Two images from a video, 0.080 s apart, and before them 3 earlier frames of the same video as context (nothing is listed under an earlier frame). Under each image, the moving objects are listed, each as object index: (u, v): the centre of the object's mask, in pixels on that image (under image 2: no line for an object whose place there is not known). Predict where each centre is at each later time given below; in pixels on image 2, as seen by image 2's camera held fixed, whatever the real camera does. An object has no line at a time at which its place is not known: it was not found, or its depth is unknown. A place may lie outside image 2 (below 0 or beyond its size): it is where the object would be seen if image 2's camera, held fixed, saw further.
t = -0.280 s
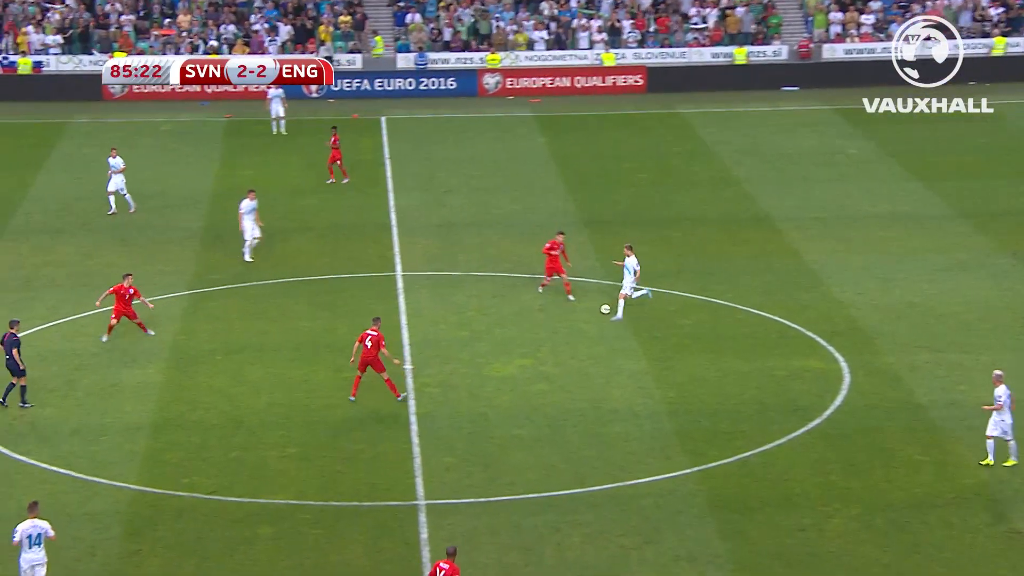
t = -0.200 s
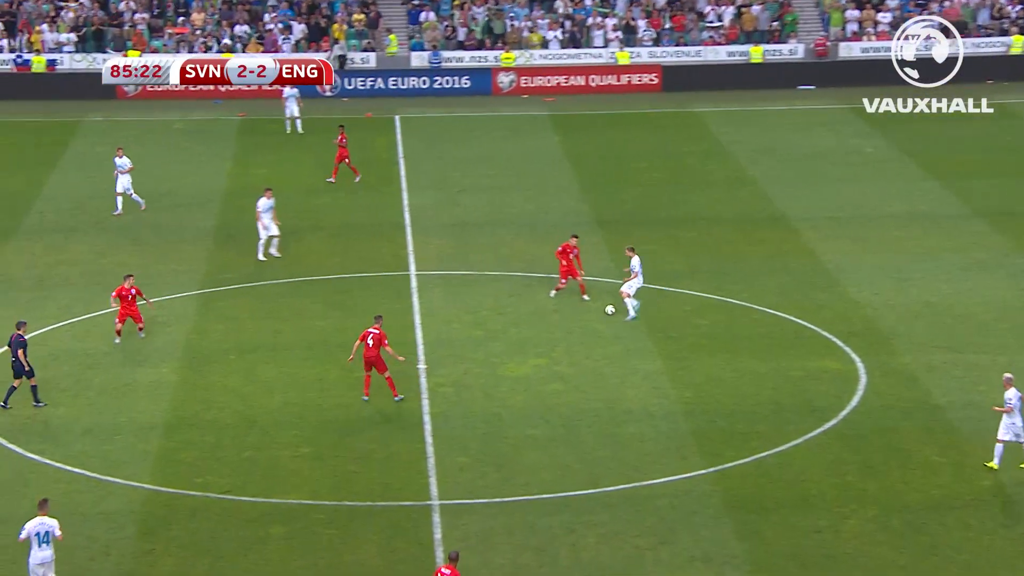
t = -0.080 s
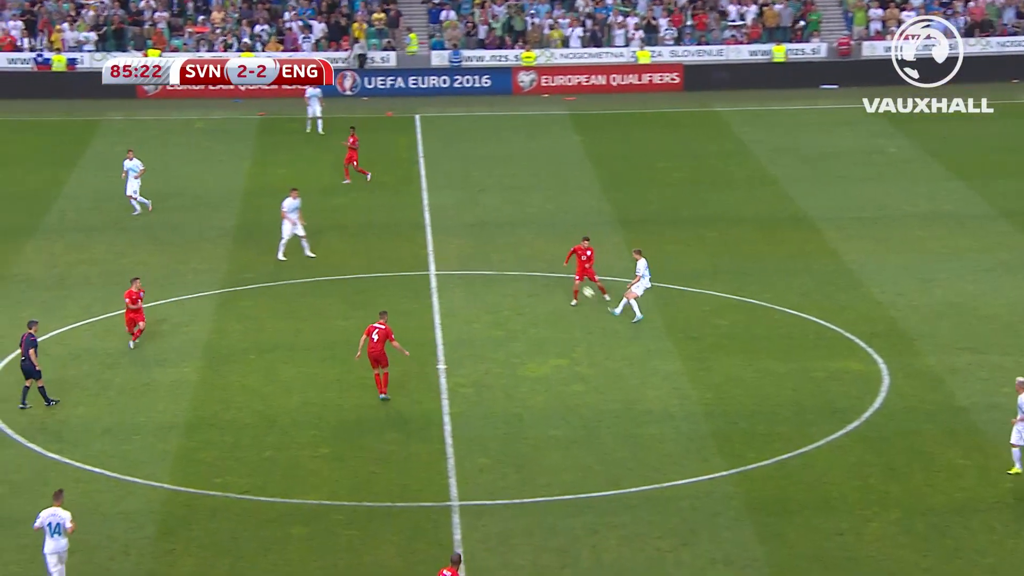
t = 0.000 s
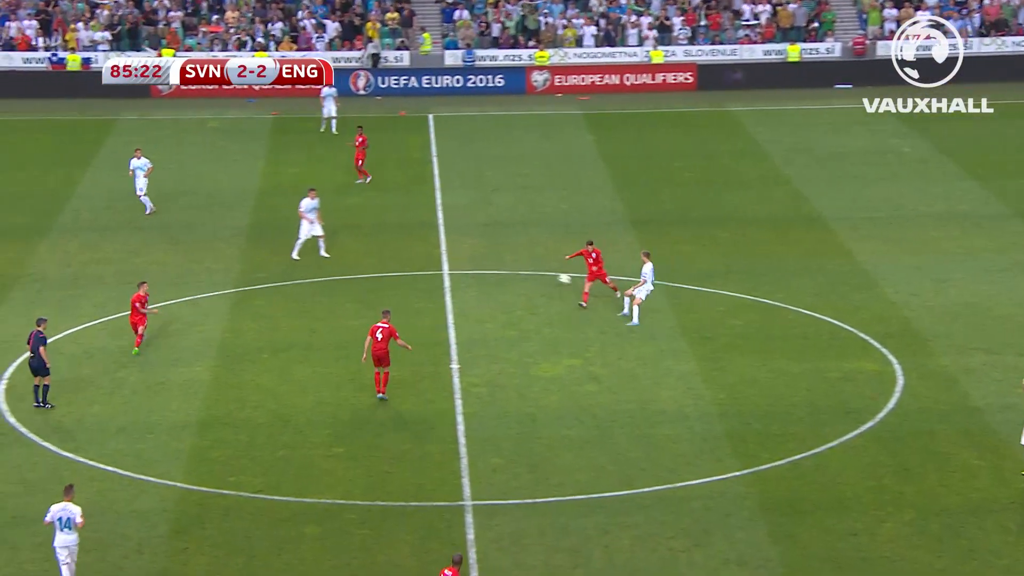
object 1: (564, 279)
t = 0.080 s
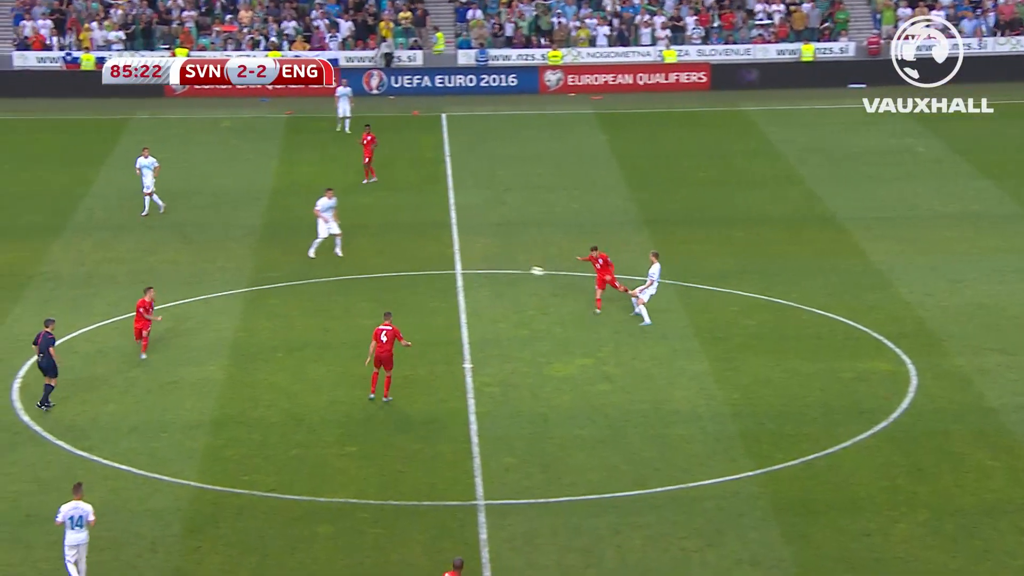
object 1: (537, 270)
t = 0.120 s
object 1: (518, 268)
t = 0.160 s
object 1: (499, 267)
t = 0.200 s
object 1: (480, 265)
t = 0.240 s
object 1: (461, 265)
